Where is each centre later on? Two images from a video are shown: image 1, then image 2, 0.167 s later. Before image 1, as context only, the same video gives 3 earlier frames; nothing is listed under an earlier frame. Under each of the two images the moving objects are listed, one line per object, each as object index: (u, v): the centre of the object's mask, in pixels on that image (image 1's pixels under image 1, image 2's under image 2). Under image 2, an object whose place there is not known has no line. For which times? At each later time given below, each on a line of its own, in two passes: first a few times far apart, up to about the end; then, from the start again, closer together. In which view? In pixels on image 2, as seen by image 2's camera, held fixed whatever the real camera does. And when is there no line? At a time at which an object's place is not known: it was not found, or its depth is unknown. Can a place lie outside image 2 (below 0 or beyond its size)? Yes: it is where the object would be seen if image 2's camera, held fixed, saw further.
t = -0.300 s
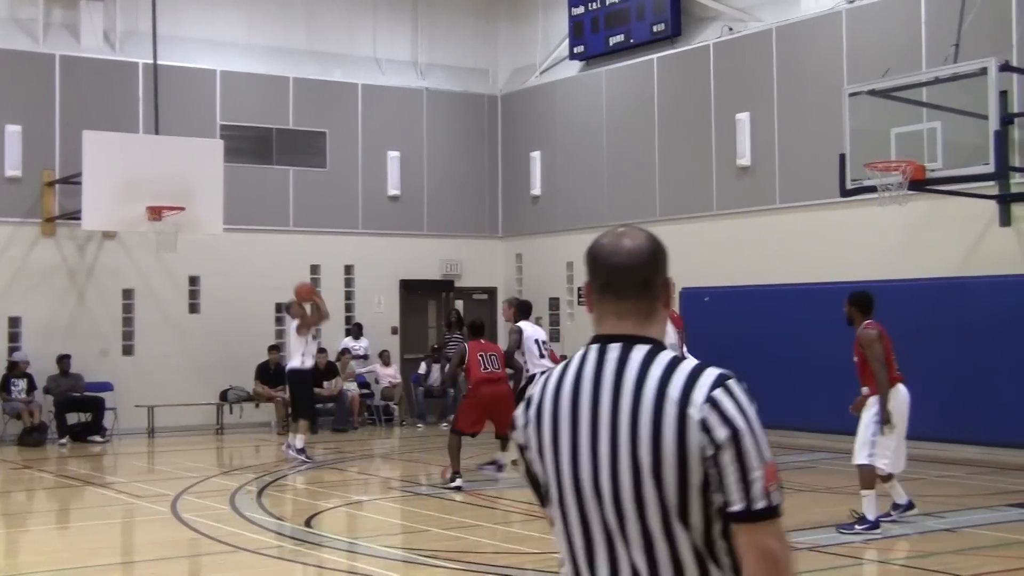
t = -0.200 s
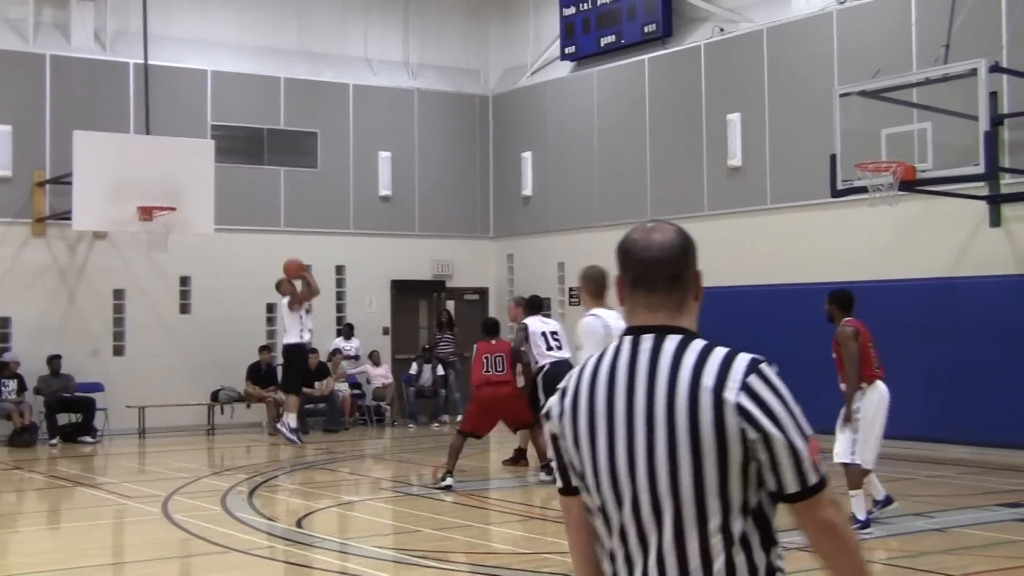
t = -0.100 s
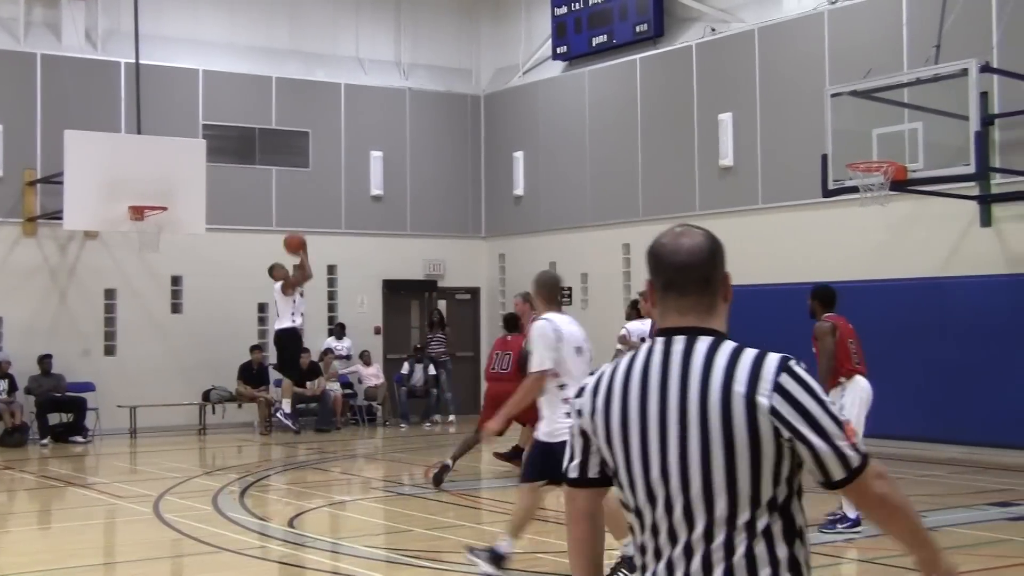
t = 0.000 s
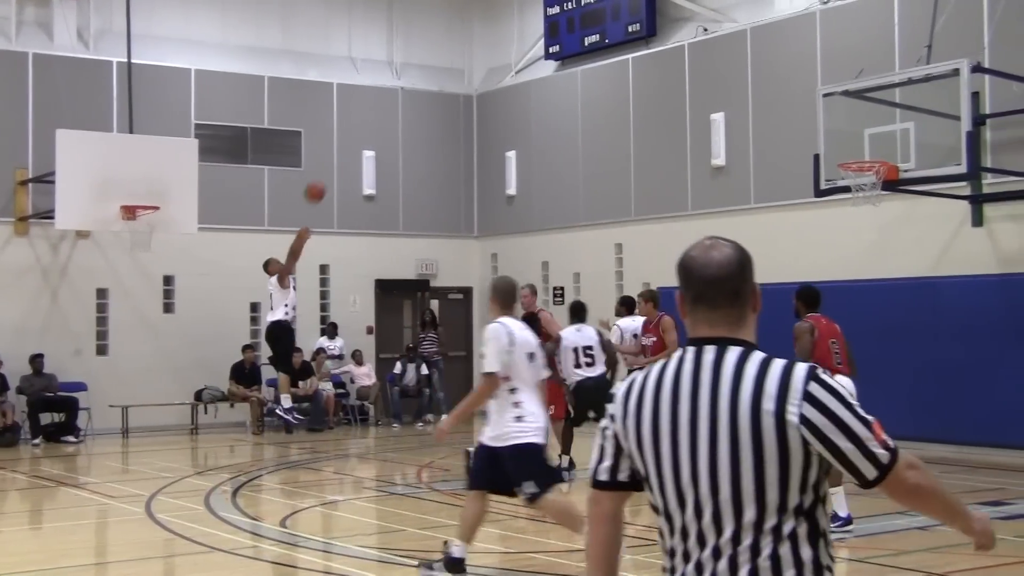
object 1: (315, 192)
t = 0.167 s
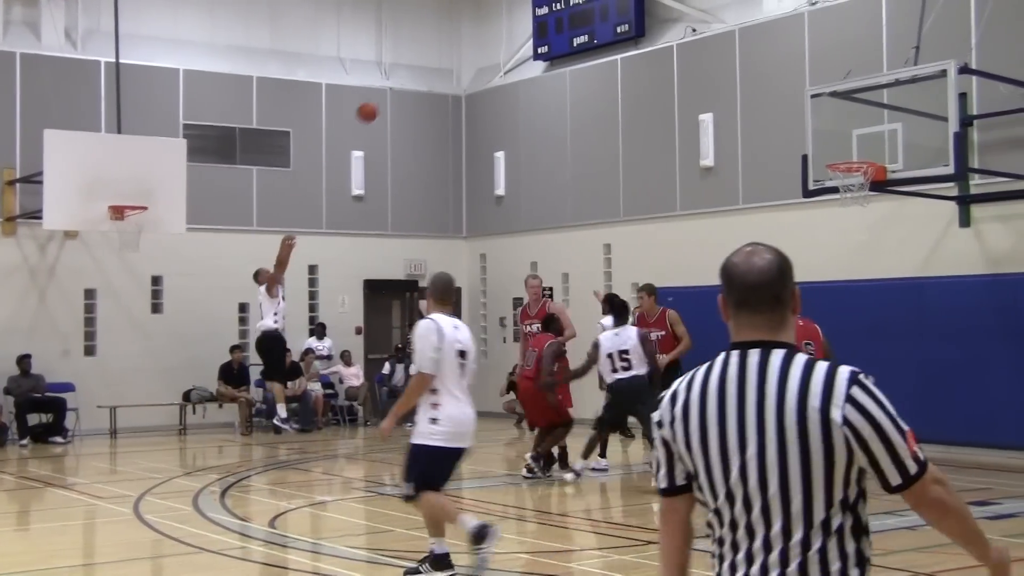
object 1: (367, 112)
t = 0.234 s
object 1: (392, 86)
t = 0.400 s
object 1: (459, 36)
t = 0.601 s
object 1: (540, 9)
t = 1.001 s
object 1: (713, 60)
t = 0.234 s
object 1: (392, 86)
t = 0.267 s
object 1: (406, 74)
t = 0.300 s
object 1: (419, 63)
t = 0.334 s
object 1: (432, 53)
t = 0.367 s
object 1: (445, 44)
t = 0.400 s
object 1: (459, 36)
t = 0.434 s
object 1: (472, 29)
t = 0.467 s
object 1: (486, 24)
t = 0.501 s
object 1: (499, 19)
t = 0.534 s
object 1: (512, 14)
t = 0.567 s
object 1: (525, 10)
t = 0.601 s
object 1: (540, 9)
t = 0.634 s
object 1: (554, 7)
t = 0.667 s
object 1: (568, 7)
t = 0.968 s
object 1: (698, 50)
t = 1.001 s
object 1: (713, 60)
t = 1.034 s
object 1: (728, 72)
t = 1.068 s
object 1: (744, 84)
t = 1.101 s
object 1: (760, 97)
